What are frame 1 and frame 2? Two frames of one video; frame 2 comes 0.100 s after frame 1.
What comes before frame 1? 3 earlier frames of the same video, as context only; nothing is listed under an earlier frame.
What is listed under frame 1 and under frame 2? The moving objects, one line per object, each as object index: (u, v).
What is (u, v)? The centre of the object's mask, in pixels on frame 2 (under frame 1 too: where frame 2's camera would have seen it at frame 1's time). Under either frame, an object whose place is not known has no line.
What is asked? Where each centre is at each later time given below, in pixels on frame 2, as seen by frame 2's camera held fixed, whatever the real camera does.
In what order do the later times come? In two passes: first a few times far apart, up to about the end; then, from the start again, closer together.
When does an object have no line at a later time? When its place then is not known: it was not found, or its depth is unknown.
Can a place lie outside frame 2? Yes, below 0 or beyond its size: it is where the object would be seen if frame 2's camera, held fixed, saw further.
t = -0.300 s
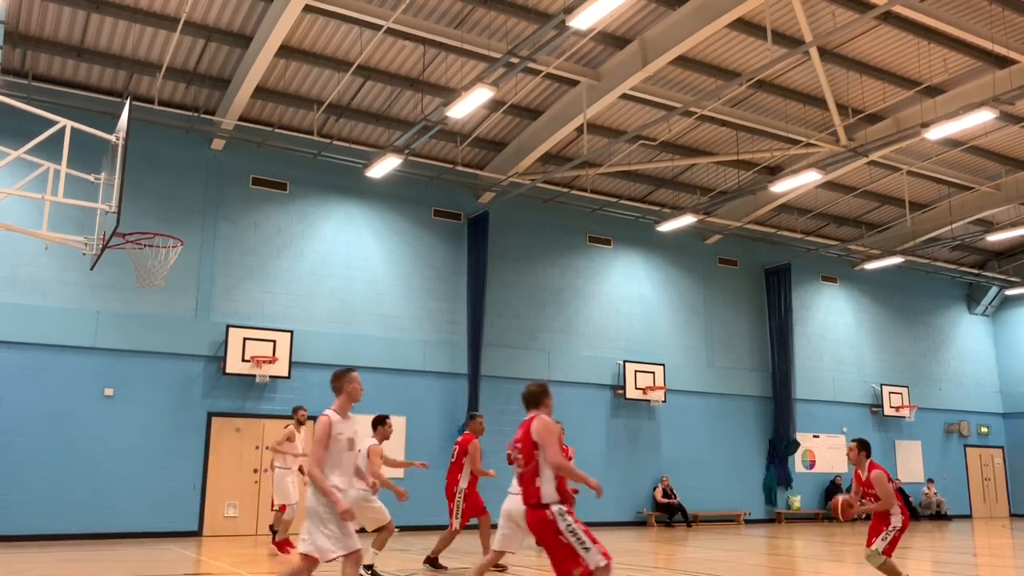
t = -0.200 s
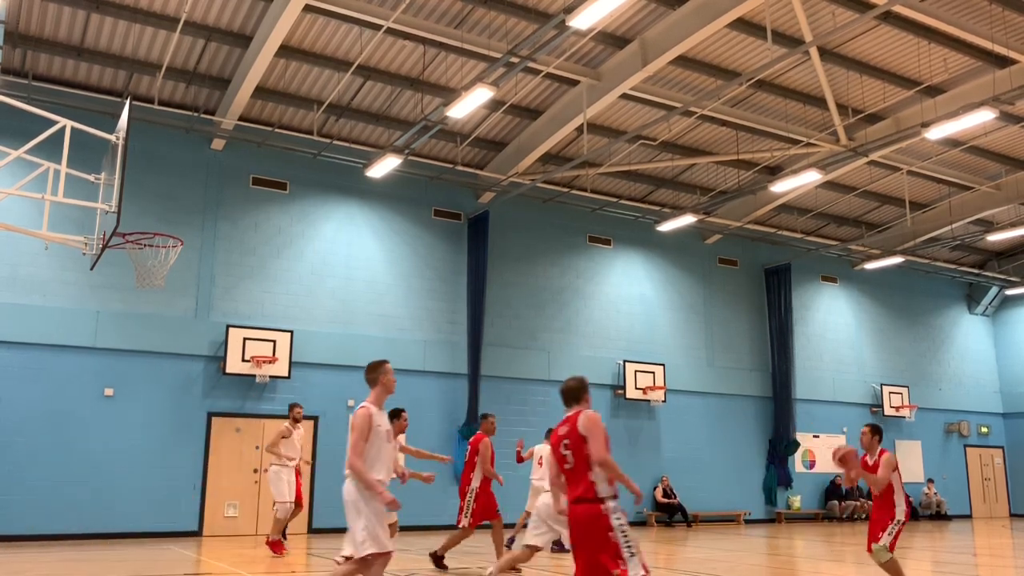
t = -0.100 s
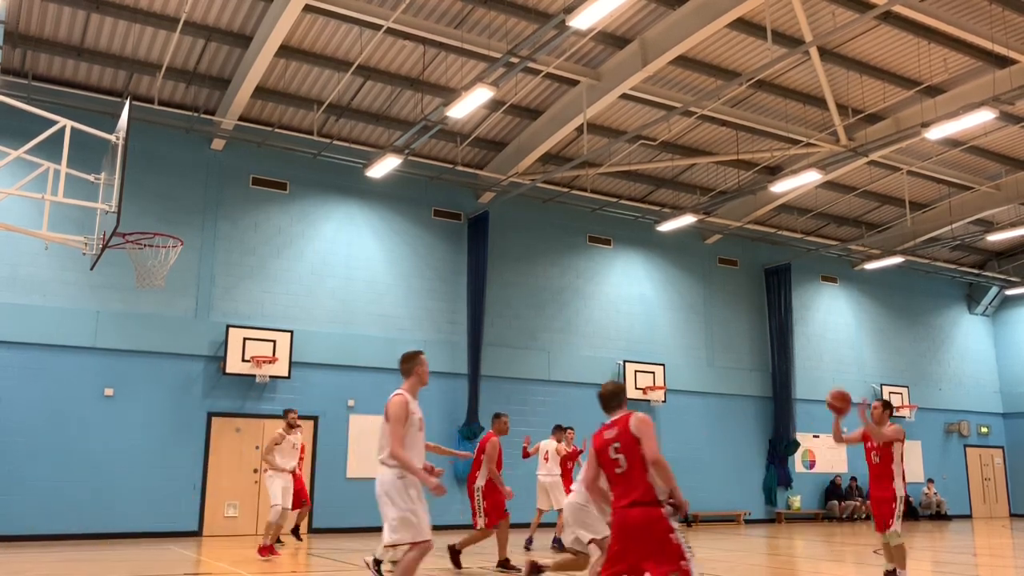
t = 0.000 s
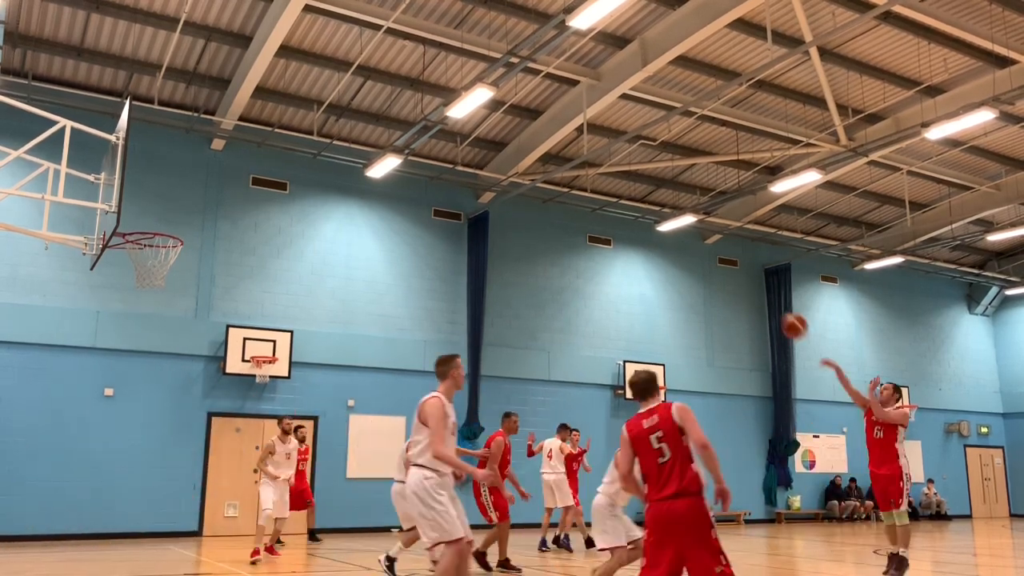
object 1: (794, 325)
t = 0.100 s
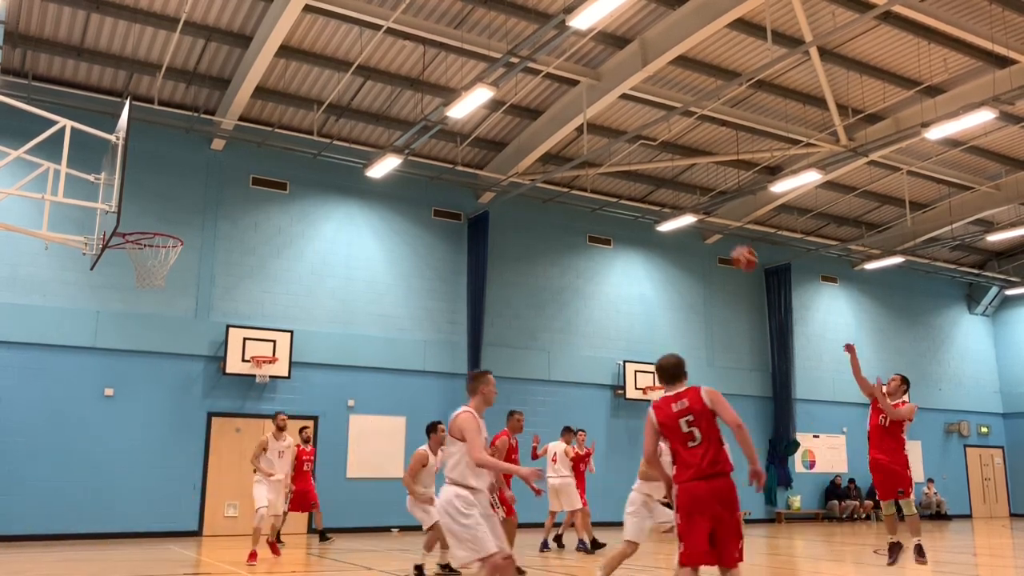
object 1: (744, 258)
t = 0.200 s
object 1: (694, 201)
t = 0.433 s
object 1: (585, 106)
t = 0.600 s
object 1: (507, 70)
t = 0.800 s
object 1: (413, 58)
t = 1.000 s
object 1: (313, 85)
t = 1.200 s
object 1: (206, 151)
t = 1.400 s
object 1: (133, 216)
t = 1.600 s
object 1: (194, 201)
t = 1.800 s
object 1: (246, 224)
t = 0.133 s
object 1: (728, 239)
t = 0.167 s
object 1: (711, 219)
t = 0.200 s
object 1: (694, 201)
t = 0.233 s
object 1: (679, 184)
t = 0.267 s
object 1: (663, 168)
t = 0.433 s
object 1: (585, 106)
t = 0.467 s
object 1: (569, 97)
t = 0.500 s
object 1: (553, 88)
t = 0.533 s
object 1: (538, 81)
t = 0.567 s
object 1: (523, 76)
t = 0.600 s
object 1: (507, 70)
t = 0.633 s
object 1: (492, 65)
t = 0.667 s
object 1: (475, 62)
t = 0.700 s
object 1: (460, 60)
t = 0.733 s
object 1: (446, 57)
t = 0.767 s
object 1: (429, 58)
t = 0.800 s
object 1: (413, 58)
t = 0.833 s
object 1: (395, 60)
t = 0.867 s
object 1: (379, 62)
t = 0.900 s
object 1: (363, 65)
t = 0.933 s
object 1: (347, 71)
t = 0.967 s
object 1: (331, 76)
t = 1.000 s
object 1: (313, 85)
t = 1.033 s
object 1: (295, 92)
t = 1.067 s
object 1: (279, 102)
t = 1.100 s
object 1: (260, 112)
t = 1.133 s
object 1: (243, 123)
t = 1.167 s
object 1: (225, 137)
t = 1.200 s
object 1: (206, 151)
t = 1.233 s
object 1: (188, 166)
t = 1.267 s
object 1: (169, 184)
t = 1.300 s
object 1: (150, 200)
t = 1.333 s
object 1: (131, 221)
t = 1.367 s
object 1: (126, 223)
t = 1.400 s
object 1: (133, 216)
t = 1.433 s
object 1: (144, 209)
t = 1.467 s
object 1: (154, 206)
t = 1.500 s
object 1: (165, 203)
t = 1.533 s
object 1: (175, 201)
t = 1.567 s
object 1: (185, 200)
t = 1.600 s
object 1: (194, 201)
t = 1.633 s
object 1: (204, 202)
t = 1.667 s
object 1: (213, 204)
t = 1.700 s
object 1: (221, 208)
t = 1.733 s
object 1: (229, 212)
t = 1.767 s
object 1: (238, 217)
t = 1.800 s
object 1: (246, 224)
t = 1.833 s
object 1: (254, 231)
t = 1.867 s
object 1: (261, 240)
